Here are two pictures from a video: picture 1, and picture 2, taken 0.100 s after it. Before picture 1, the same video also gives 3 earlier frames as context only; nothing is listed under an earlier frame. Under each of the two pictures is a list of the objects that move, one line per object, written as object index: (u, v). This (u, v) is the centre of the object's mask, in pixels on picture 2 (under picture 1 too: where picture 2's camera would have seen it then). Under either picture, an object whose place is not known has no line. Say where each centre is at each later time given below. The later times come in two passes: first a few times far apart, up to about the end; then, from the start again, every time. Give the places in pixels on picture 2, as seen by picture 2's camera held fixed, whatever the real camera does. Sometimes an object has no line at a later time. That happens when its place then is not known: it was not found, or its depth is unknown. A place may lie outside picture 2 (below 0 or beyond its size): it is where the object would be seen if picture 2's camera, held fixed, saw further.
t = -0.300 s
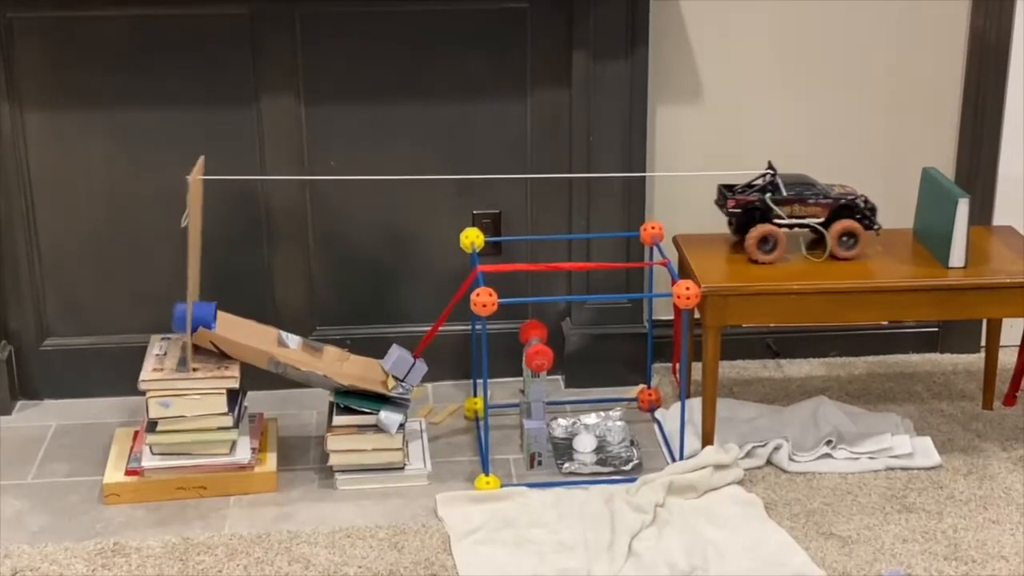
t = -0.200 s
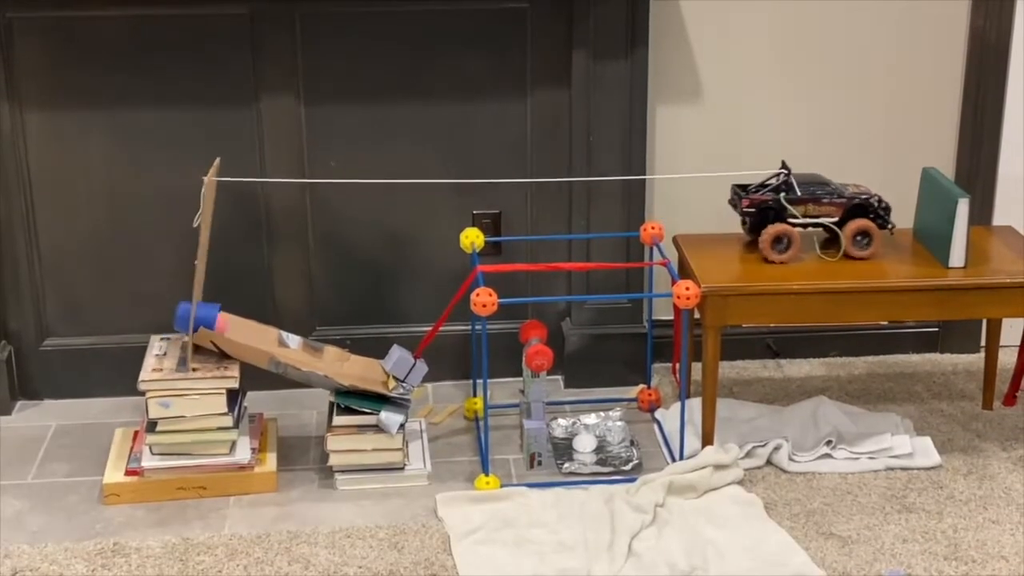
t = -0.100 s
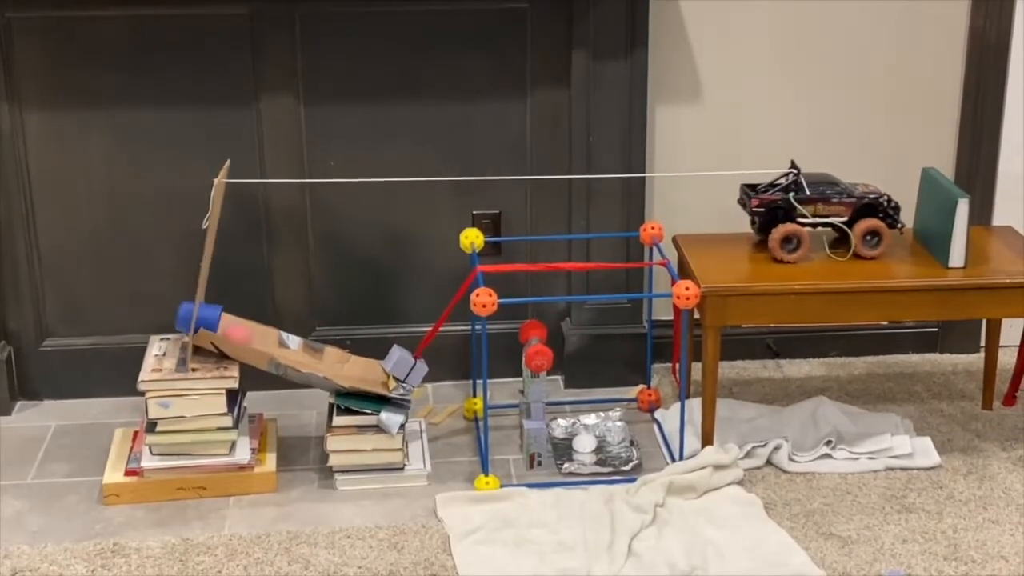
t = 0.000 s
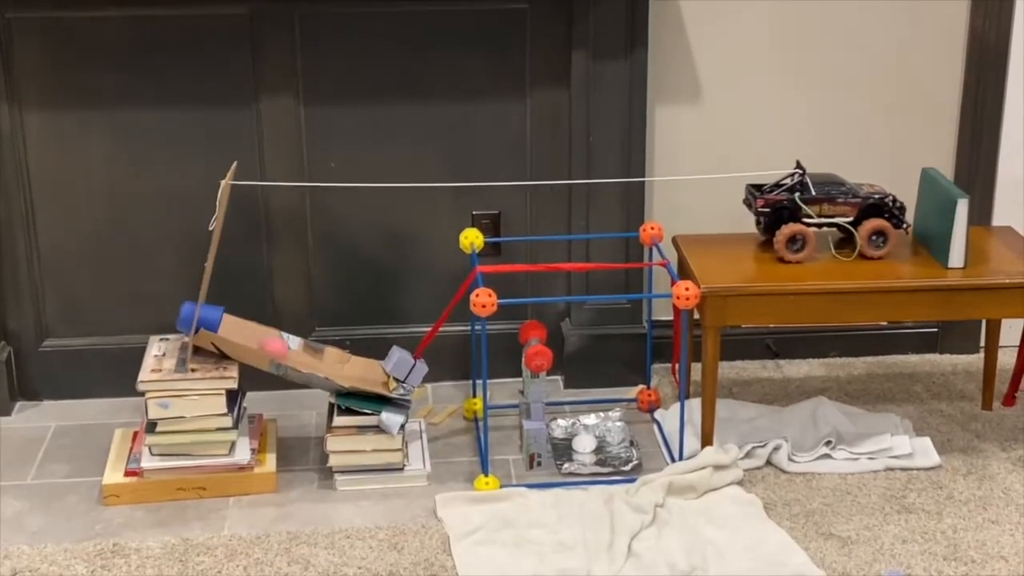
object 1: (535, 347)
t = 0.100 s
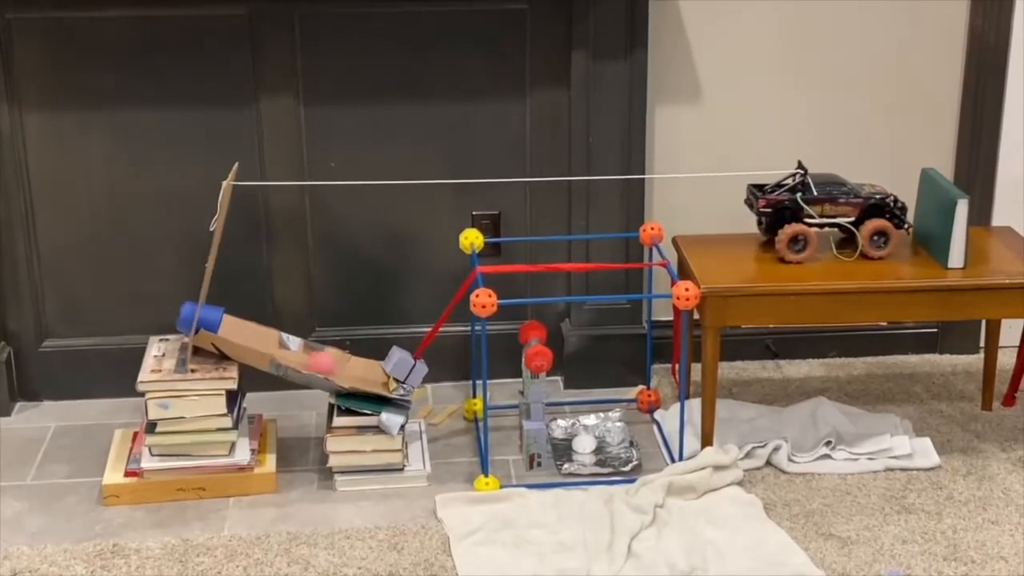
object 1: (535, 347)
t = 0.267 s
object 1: (535, 347)
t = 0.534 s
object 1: (536, 347)
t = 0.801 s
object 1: (541, 347)
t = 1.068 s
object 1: (548, 348)
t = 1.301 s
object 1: (577, 405)
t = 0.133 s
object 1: (535, 347)
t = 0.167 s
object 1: (535, 347)
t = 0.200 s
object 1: (535, 347)
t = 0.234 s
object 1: (535, 347)
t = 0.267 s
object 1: (535, 347)
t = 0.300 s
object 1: (535, 347)
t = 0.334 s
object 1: (535, 347)
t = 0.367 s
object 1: (535, 347)
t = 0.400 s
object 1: (535, 347)
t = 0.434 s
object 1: (535, 347)
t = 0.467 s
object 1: (535, 347)
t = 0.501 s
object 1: (536, 347)
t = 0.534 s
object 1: (536, 347)
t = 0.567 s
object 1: (537, 347)
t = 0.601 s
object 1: (538, 347)
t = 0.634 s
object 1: (538, 347)
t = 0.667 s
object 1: (539, 347)
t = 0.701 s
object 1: (540, 347)
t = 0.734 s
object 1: (540, 347)
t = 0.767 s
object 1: (540, 347)
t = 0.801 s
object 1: (541, 347)
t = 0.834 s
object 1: (541, 347)
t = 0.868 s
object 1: (541, 347)
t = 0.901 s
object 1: (542, 347)
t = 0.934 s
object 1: (542, 347)
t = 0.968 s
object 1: (543, 347)
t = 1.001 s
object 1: (544, 347)
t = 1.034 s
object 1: (546, 347)
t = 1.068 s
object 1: (548, 348)
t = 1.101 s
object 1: (551, 348)
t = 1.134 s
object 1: (554, 350)
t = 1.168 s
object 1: (559, 352)
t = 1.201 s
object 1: (564, 359)
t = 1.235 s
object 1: (568, 369)
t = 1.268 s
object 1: (572, 385)
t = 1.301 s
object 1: (577, 405)
